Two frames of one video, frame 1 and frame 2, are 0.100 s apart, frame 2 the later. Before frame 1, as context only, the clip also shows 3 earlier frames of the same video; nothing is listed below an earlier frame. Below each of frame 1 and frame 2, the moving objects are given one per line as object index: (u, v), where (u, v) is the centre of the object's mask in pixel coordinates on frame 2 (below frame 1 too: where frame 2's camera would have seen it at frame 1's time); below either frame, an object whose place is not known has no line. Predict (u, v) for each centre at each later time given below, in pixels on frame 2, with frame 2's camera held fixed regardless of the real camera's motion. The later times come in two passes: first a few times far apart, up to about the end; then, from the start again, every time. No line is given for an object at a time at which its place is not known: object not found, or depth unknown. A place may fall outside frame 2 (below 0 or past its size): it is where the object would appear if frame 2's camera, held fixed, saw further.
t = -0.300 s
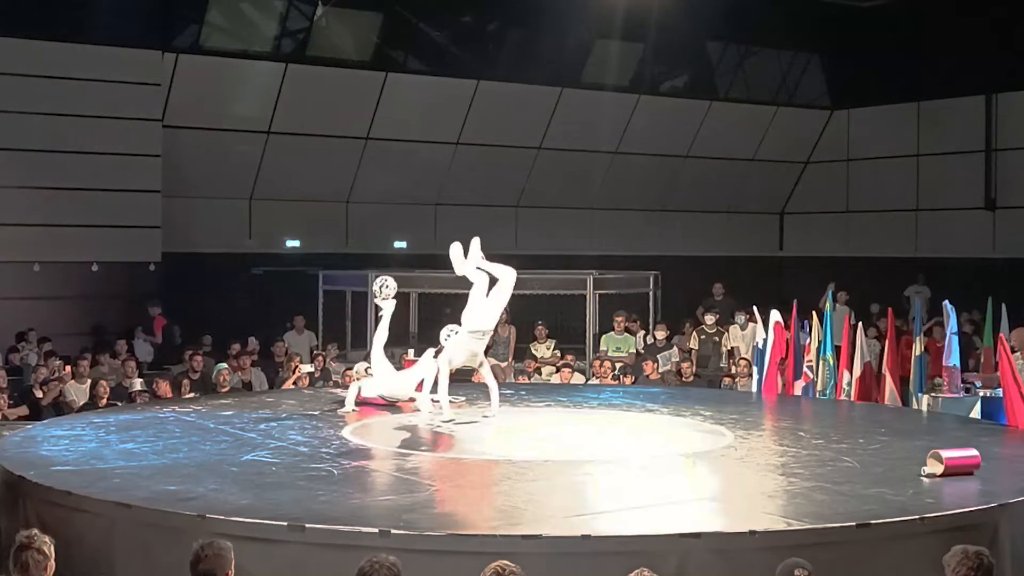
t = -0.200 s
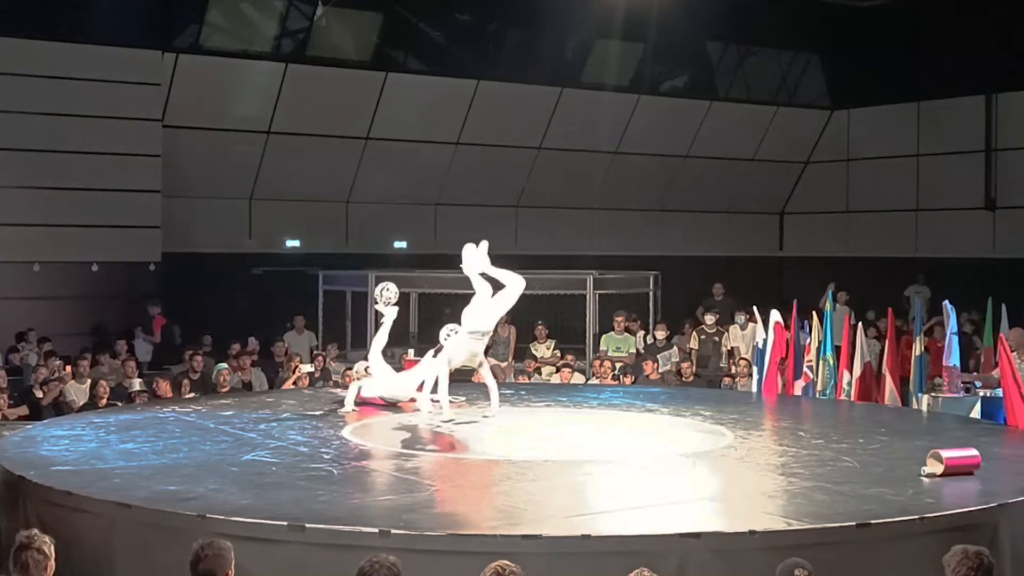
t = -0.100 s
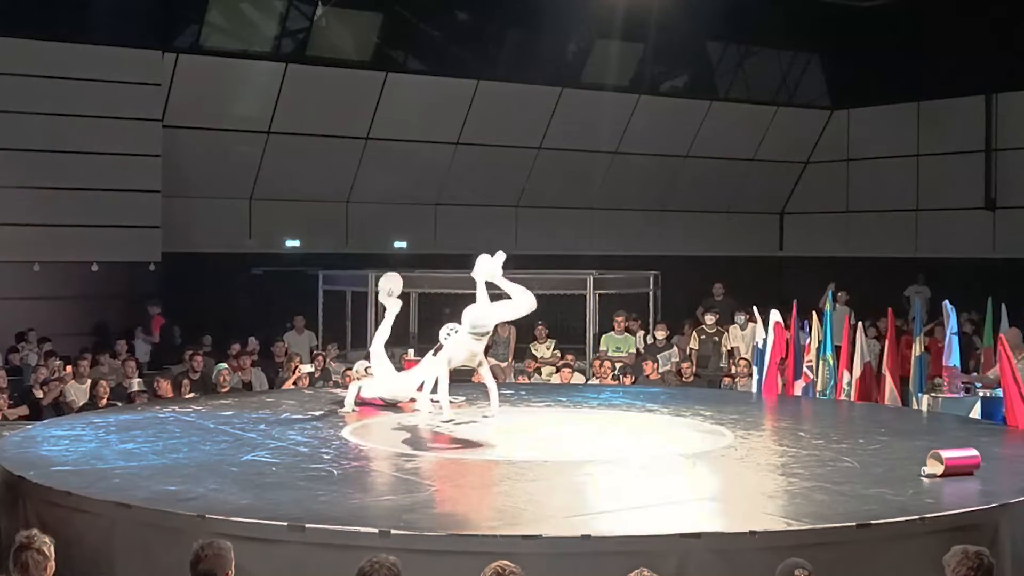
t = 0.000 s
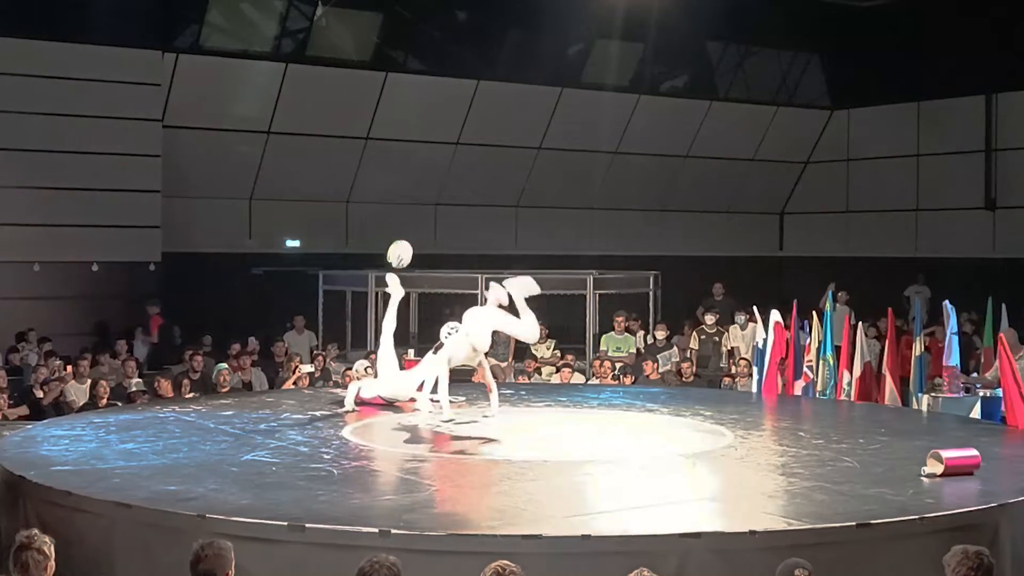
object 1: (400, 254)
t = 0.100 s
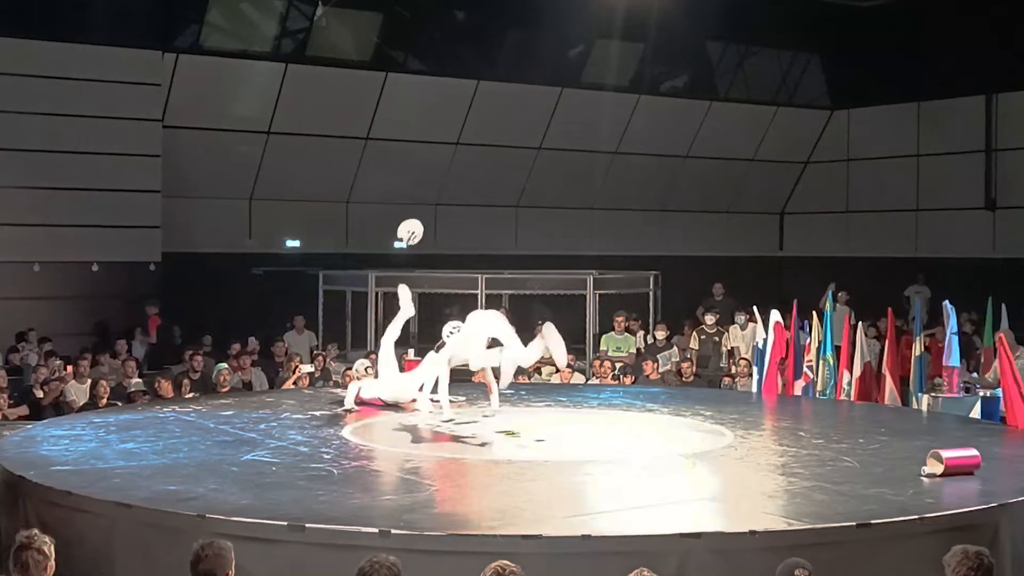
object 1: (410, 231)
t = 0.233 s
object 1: (424, 218)
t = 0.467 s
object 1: (450, 242)
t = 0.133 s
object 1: (413, 226)
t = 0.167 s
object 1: (417, 222)
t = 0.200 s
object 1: (421, 220)
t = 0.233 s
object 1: (424, 218)
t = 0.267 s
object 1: (428, 217)
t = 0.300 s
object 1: (431, 218)
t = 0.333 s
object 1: (435, 220)
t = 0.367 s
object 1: (439, 224)
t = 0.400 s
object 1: (442, 229)
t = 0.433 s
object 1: (446, 234)
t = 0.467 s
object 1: (450, 242)
